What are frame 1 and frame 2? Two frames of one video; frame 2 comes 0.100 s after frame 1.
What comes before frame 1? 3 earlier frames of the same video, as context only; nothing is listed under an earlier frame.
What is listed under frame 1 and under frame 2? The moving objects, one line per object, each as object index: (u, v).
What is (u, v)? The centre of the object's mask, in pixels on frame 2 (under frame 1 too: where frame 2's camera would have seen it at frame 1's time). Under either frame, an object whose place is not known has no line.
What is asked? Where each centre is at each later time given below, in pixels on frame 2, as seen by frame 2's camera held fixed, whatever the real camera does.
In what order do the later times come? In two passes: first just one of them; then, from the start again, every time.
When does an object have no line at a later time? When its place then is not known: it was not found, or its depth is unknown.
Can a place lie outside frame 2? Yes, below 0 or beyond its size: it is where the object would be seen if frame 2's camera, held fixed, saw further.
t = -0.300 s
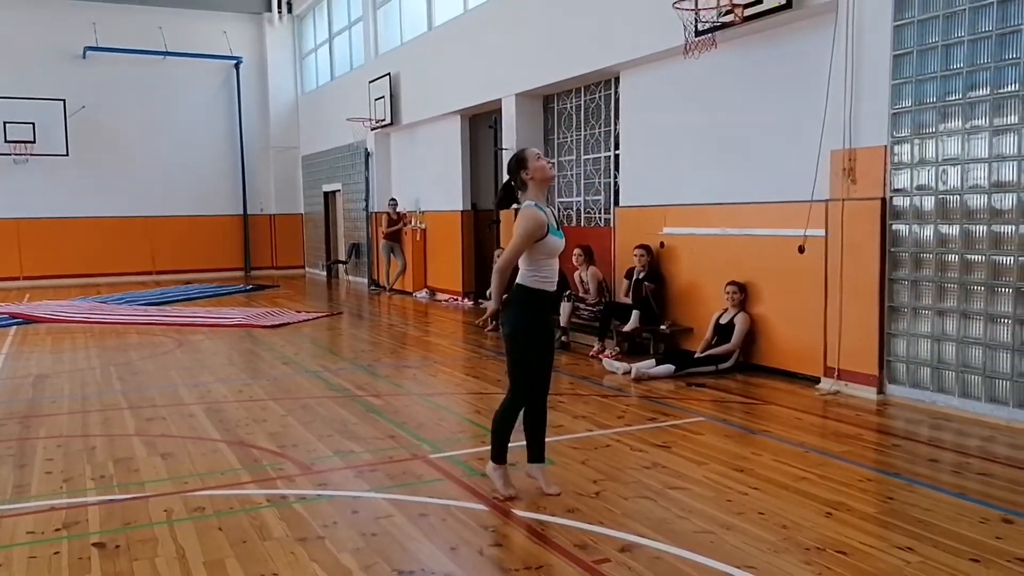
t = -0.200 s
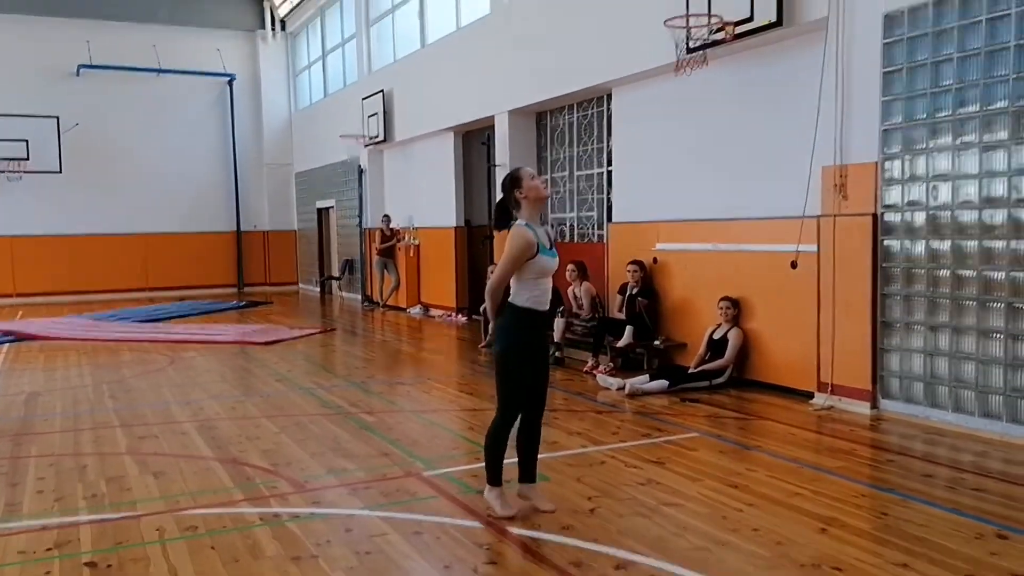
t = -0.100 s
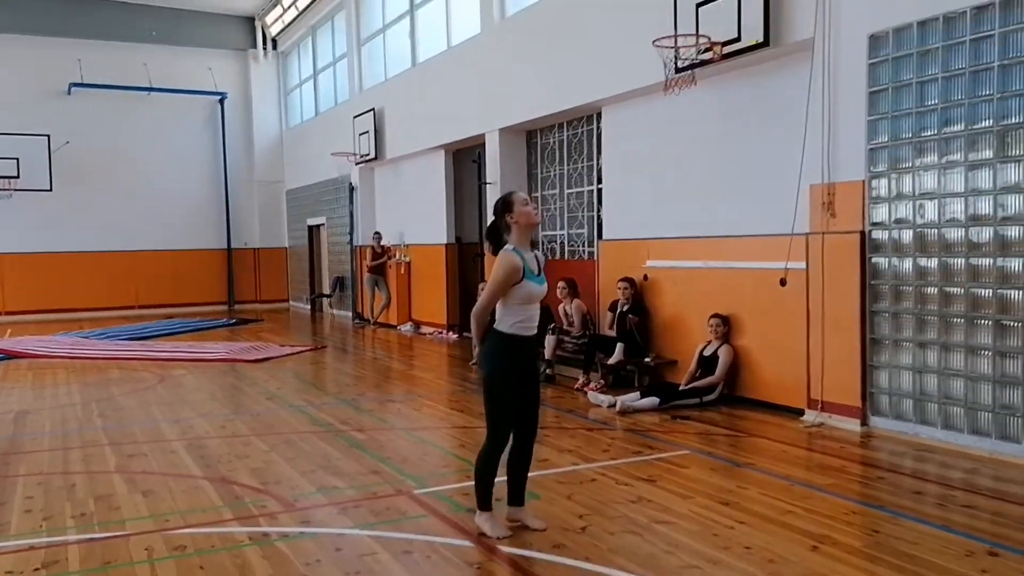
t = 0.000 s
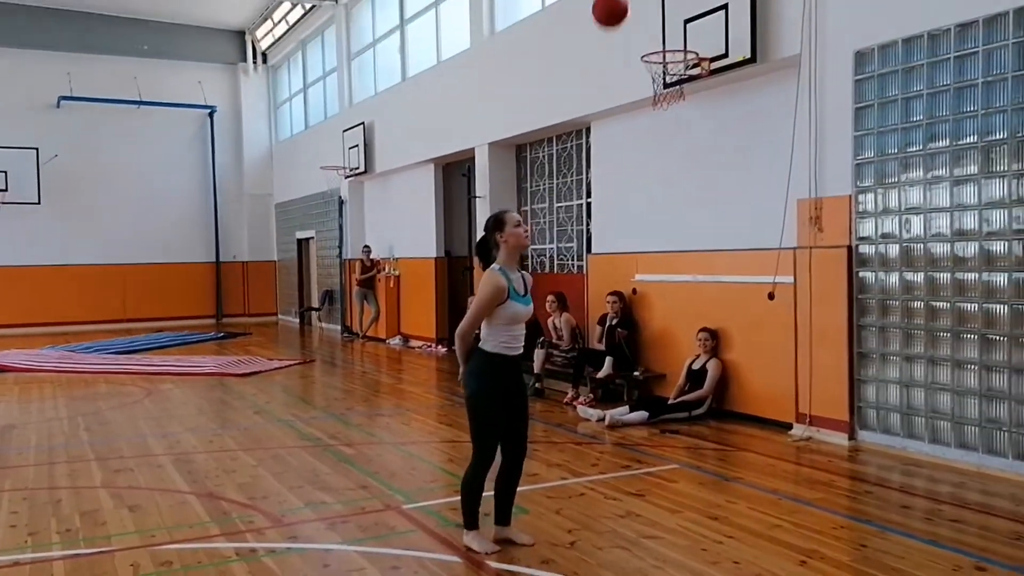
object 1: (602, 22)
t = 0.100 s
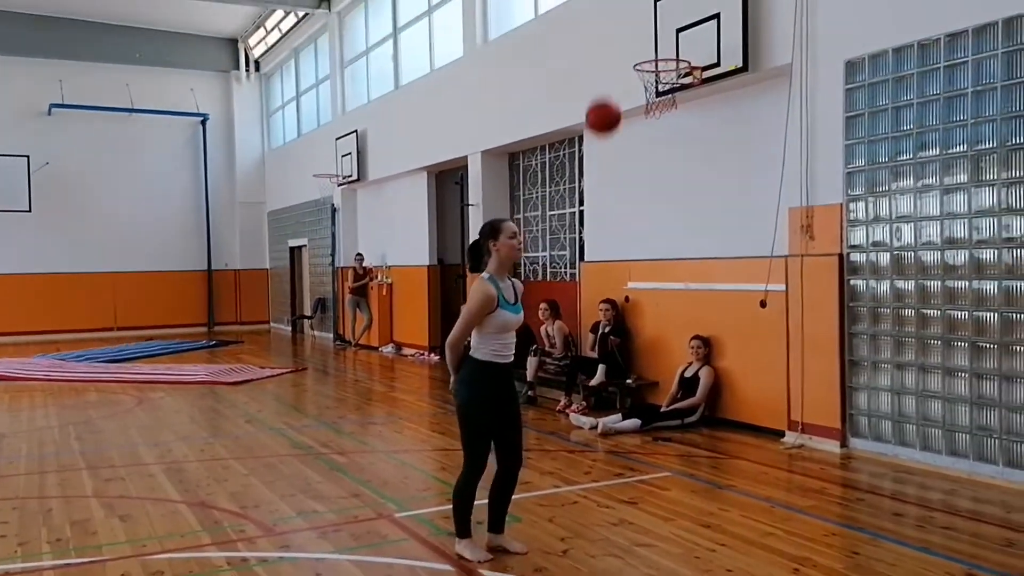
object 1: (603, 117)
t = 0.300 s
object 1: (606, 377)
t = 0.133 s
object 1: (604, 155)
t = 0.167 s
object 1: (604, 194)
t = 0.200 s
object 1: (604, 236)
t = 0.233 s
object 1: (604, 280)
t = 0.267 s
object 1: (605, 328)
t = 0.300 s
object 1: (606, 377)
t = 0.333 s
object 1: (607, 430)
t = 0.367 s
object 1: (607, 482)
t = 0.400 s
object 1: (608, 539)
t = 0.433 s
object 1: (608, 546)
